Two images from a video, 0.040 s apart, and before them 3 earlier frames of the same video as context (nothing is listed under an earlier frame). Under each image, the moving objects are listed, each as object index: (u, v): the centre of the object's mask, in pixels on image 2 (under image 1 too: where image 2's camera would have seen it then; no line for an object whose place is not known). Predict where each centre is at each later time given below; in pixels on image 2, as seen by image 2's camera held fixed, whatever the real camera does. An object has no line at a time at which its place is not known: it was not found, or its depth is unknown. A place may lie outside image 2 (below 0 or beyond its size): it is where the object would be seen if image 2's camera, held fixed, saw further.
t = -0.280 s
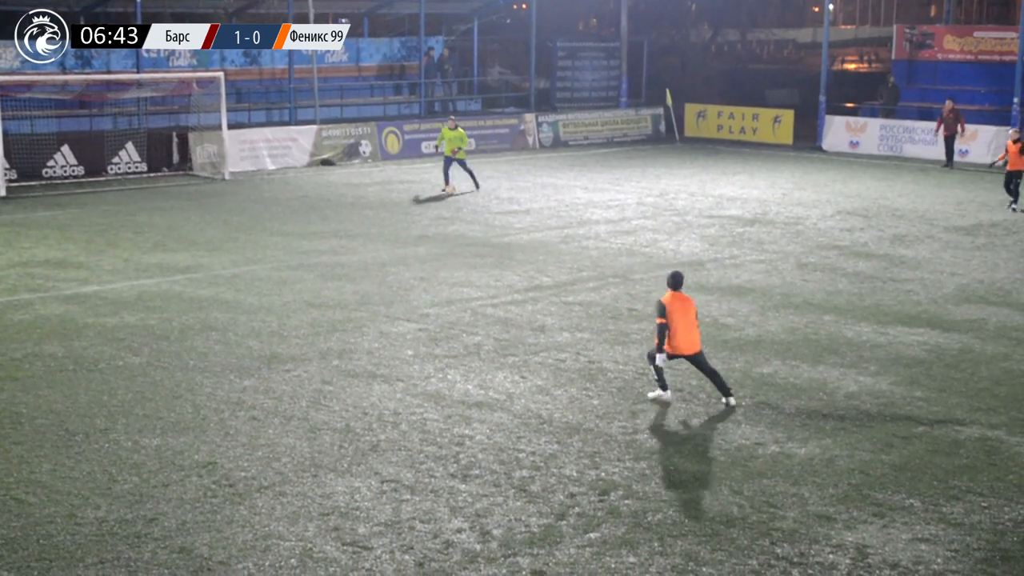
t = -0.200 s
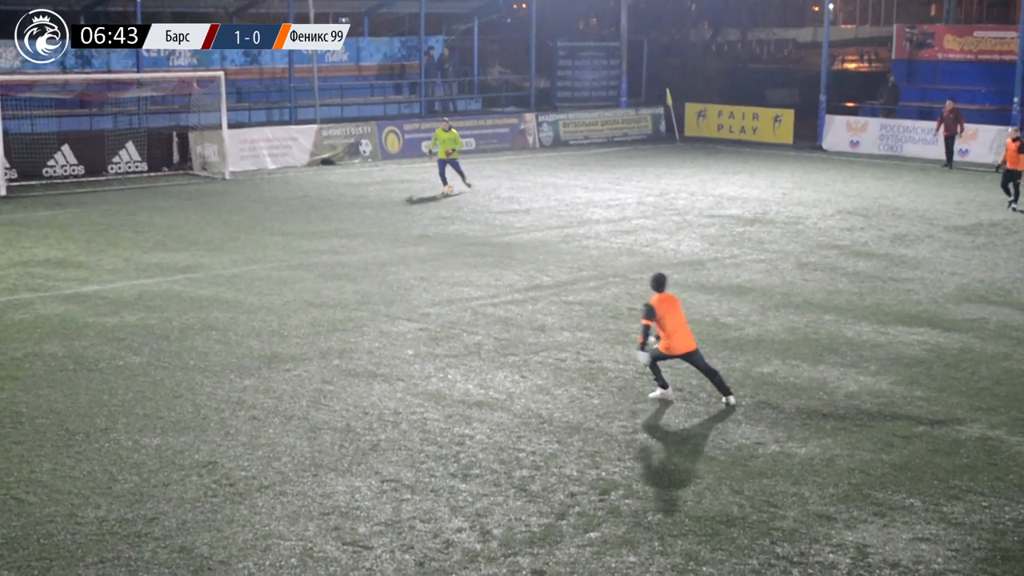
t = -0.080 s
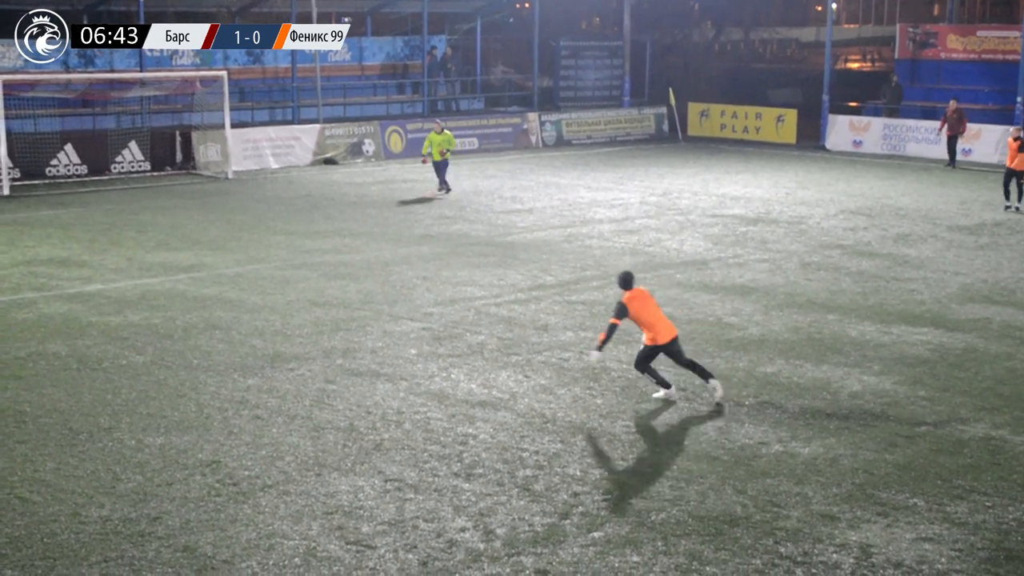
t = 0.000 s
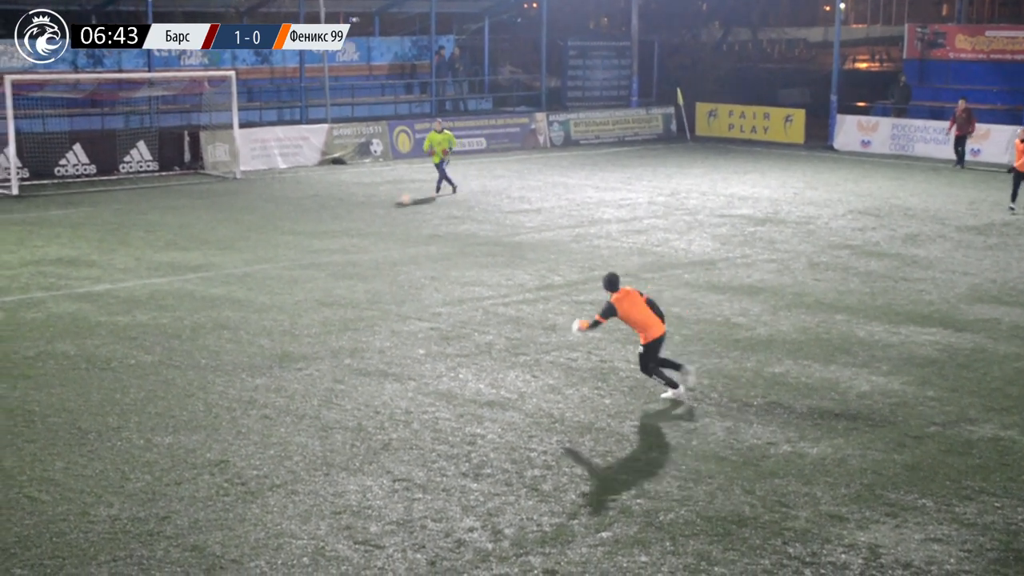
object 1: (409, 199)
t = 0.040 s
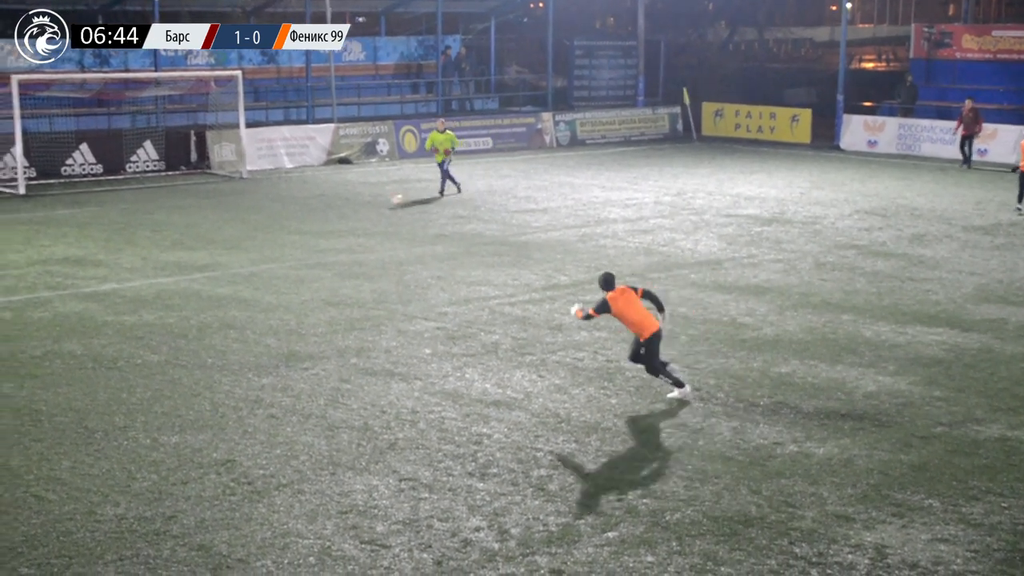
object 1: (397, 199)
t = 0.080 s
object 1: (382, 201)
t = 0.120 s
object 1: (368, 205)
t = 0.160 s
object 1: (353, 210)
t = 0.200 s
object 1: (337, 214)
